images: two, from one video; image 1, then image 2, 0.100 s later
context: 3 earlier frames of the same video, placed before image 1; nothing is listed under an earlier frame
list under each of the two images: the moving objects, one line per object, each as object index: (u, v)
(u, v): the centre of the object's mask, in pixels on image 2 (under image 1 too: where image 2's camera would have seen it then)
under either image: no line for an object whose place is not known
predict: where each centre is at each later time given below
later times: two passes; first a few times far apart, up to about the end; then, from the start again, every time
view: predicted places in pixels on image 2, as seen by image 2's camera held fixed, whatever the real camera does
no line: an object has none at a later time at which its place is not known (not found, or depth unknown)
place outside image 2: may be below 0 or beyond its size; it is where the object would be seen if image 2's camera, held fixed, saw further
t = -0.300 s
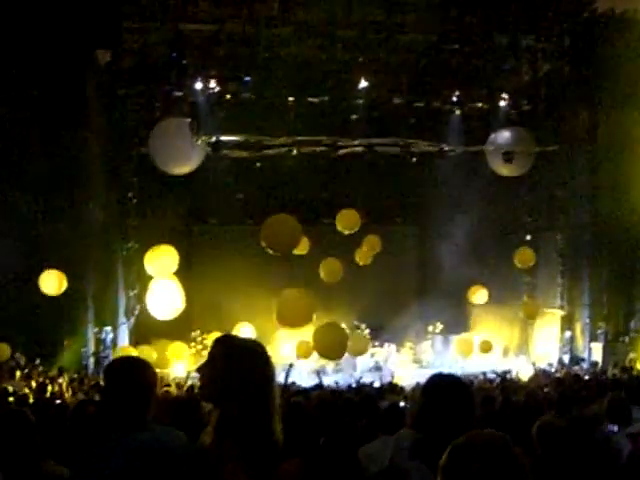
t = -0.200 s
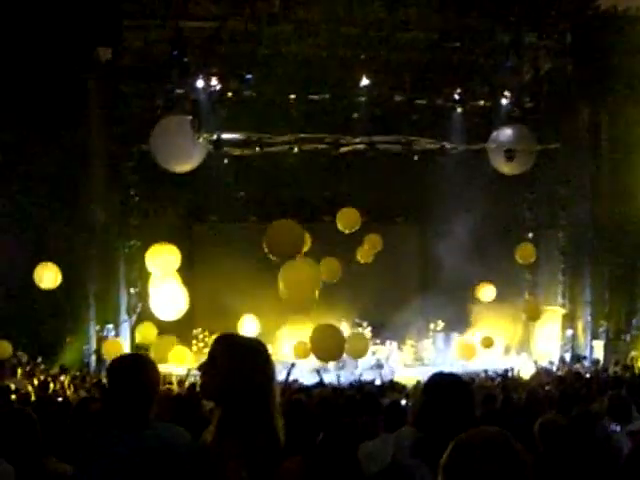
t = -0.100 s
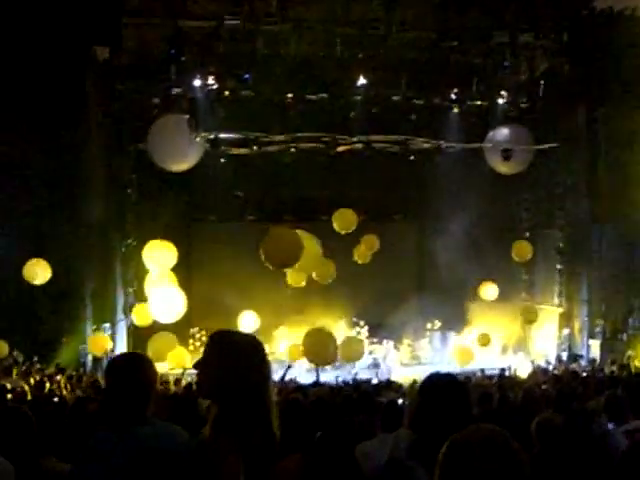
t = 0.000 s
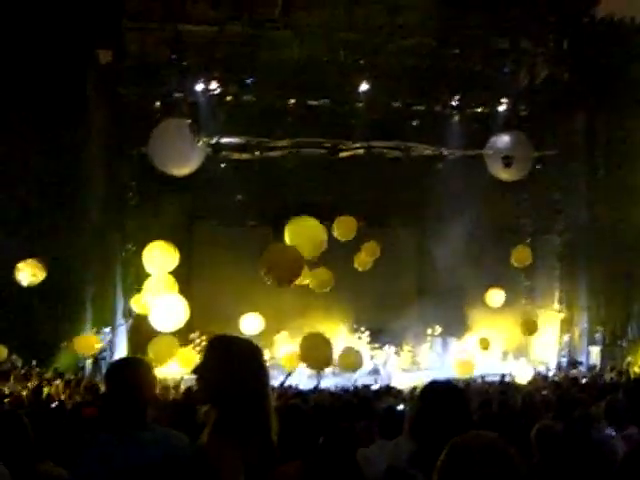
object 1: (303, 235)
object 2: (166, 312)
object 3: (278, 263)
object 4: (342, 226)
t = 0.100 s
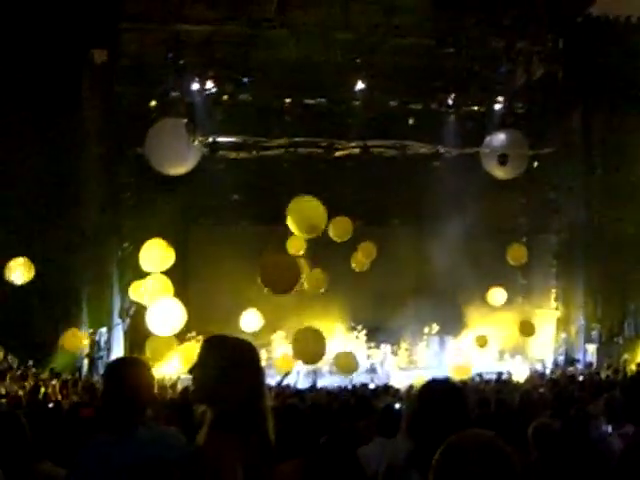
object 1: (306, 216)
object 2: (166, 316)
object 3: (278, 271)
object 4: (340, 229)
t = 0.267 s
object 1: (314, 188)
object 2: (167, 324)
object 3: (280, 291)
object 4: (339, 233)
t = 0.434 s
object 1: (323, 166)
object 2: (168, 334)
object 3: (281, 313)
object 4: (338, 238)
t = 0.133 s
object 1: (308, 211)
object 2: (166, 318)
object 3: (279, 275)
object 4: (340, 229)
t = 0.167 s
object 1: (309, 205)
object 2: (166, 319)
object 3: (279, 278)
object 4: (340, 230)
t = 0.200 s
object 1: (311, 199)
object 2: (167, 321)
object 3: (279, 280)
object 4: (340, 231)
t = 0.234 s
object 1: (312, 193)
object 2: (167, 323)
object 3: (280, 282)
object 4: (339, 232)
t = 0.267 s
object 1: (314, 188)
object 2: (167, 324)
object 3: (280, 291)
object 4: (339, 233)
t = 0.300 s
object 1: (316, 183)
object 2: (167, 326)
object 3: (281, 296)
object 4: (339, 234)
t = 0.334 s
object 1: (317, 178)
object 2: (168, 328)
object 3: (281, 299)
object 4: (338, 235)
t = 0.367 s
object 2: (167, 330)
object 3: (282, 301)
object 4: (339, 234)
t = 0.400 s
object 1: (321, 170)
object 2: (168, 331)
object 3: (282, 308)
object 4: (338, 237)
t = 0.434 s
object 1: (323, 166)
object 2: (168, 334)
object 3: (281, 313)
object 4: (338, 238)
